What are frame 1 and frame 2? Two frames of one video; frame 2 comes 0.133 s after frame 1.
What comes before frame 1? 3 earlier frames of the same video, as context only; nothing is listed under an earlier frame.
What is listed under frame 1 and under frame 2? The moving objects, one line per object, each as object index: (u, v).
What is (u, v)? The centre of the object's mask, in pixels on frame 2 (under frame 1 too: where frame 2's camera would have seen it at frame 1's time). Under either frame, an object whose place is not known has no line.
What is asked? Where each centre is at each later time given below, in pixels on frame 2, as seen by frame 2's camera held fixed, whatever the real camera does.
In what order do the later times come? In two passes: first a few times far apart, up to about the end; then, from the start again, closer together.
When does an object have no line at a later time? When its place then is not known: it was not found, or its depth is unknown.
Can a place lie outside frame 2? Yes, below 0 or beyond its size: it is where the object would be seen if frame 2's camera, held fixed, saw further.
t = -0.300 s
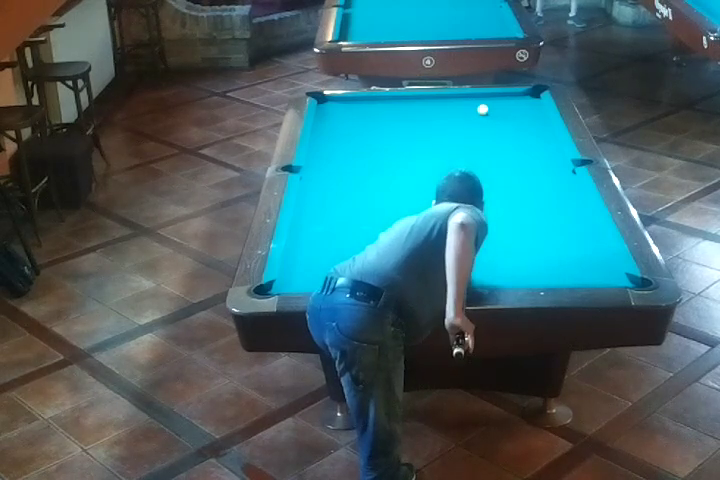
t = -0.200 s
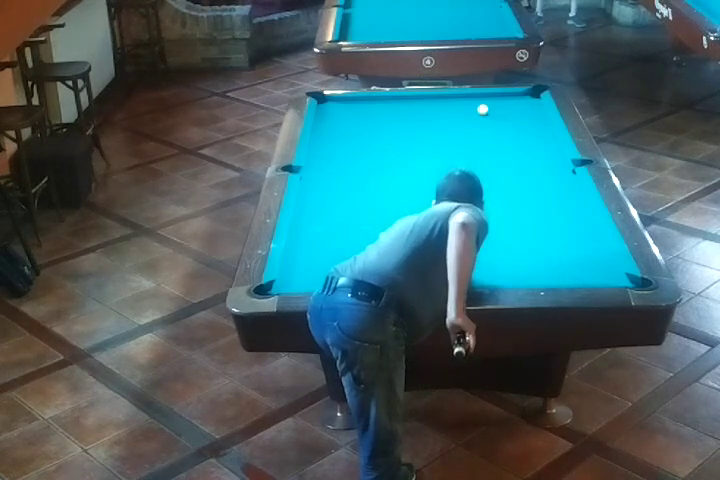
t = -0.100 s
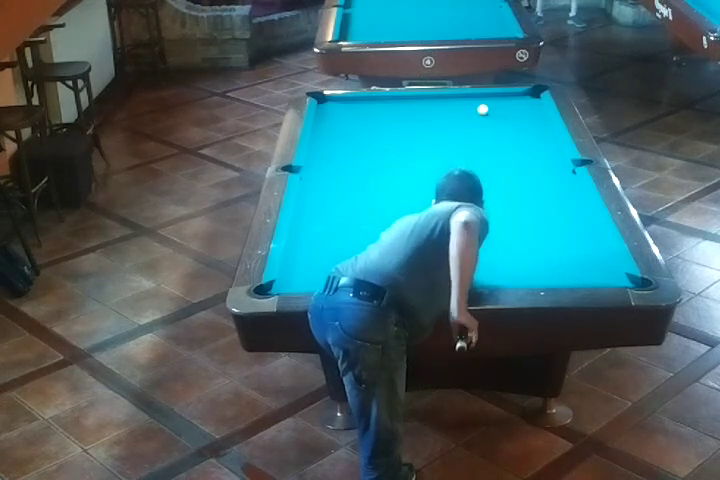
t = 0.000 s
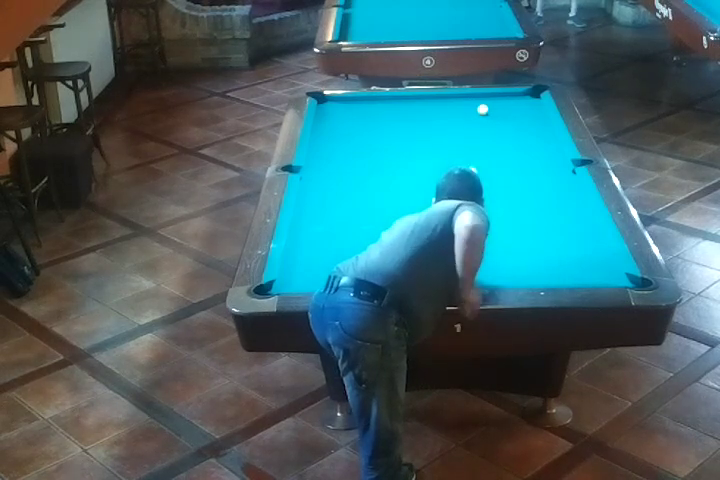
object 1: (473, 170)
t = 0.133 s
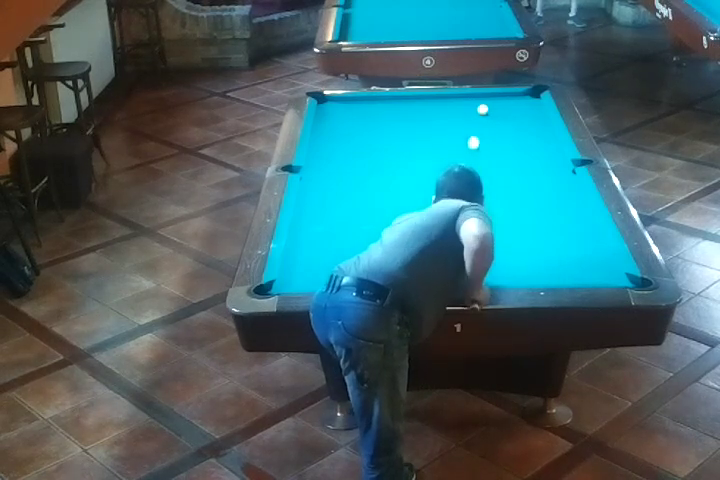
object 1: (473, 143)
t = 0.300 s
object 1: (475, 114)
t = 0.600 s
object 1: (425, 98)
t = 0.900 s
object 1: (379, 104)
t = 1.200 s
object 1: (331, 114)
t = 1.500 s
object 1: (338, 124)
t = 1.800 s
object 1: (369, 132)
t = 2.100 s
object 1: (396, 143)
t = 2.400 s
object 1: (426, 153)
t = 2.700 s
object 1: (456, 164)
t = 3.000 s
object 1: (487, 175)
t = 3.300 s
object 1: (519, 185)
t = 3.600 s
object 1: (551, 197)
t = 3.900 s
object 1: (583, 208)
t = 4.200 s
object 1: (577, 215)
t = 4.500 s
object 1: (567, 222)
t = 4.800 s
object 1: (558, 228)
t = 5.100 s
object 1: (550, 234)
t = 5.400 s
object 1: (542, 239)
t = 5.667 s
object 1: (536, 243)
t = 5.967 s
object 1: (530, 247)
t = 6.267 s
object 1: (524, 251)
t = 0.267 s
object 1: (475, 119)
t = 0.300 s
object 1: (475, 114)
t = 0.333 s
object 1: (472, 111)
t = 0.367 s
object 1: (465, 109)
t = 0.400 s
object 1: (458, 107)
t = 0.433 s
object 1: (452, 105)
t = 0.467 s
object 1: (447, 104)
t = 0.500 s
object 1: (441, 102)
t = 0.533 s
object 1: (436, 101)
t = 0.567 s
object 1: (431, 100)
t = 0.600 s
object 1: (425, 98)
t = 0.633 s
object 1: (421, 97)
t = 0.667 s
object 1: (415, 96)
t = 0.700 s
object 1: (410, 97)
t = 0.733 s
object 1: (405, 98)
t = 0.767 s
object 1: (400, 100)
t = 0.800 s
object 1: (395, 100)
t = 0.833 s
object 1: (390, 102)
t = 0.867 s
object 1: (384, 103)
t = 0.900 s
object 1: (379, 104)
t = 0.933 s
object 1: (374, 105)
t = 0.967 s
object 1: (369, 106)
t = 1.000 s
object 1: (363, 107)
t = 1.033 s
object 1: (358, 108)
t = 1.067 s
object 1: (353, 109)
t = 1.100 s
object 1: (347, 111)
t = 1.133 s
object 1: (342, 112)
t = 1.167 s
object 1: (337, 113)
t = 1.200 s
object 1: (331, 114)
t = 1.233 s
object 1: (326, 115)
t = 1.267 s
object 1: (320, 117)
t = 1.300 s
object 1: (320, 118)
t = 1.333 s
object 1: (323, 119)
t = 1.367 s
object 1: (326, 120)
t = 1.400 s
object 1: (329, 121)
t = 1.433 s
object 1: (332, 122)
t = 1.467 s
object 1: (335, 123)
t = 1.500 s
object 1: (338, 124)
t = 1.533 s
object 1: (341, 125)
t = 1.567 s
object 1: (345, 126)
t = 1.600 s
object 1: (348, 127)
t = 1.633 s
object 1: (351, 128)
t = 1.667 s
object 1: (352, 130)
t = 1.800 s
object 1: (369, 132)
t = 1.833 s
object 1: (370, 134)
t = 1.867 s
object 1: (373, 135)
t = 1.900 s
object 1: (376, 137)
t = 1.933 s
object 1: (380, 138)
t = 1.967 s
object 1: (383, 139)
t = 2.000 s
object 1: (386, 140)
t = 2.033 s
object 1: (389, 141)
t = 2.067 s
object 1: (392, 142)
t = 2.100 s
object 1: (396, 143)
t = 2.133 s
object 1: (399, 144)
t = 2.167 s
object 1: (402, 146)
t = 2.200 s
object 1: (406, 147)
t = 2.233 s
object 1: (409, 148)
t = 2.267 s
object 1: (413, 149)
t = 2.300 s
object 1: (416, 150)
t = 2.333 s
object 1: (419, 151)
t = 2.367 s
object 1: (422, 153)
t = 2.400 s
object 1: (426, 153)
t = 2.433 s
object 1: (429, 155)
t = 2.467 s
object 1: (432, 156)
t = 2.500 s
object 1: (436, 157)
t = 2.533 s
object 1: (439, 158)
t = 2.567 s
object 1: (443, 159)
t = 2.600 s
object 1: (446, 161)
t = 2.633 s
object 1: (449, 162)
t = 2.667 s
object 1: (453, 163)
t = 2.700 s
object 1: (456, 164)
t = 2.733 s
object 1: (460, 165)
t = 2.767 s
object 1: (463, 167)
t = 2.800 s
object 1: (466, 168)
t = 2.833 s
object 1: (470, 169)
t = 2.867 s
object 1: (473, 170)
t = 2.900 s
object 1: (477, 171)
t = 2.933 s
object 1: (480, 172)
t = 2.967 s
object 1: (484, 173)
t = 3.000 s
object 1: (487, 175)
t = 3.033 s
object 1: (491, 176)
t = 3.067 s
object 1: (494, 177)
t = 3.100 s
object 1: (498, 178)
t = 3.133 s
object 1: (501, 180)
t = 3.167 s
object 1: (505, 181)
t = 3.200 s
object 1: (508, 182)
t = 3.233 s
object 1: (512, 183)
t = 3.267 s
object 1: (515, 184)
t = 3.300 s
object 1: (519, 185)
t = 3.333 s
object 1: (522, 187)
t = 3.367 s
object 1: (526, 188)
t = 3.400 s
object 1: (529, 189)
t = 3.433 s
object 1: (533, 191)
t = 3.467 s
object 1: (537, 192)
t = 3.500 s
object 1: (540, 193)
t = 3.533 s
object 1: (544, 194)
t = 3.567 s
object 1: (547, 195)
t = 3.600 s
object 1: (551, 197)
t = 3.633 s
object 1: (555, 198)
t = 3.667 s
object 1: (558, 199)
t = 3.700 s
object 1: (562, 200)
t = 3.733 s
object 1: (565, 201)
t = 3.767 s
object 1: (569, 203)
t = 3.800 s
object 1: (573, 204)
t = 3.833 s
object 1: (576, 205)
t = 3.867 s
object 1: (580, 207)
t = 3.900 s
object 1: (583, 208)
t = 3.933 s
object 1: (586, 209)
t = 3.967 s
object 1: (585, 210)
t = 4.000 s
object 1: (584, 211)
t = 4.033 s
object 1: (582, 212)
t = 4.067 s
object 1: (581, 212)
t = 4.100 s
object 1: (580, 213)
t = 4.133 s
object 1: (579, 214)
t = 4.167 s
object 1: (578, 215)
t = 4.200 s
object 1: (577, 215)
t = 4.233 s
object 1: (576, 216)
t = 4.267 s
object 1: (574, 217)
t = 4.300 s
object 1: (573, 218)
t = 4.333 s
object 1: (572, 218)
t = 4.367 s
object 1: (571, 219)
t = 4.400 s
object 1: (570, 220)
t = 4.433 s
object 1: (569, 220)
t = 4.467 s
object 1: (569, 221)
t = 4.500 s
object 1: (567, 222)
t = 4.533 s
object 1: (566, 223)
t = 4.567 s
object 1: (565, 223)
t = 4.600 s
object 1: (564, 224)
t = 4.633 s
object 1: (563, 225)
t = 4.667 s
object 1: (562, 225)
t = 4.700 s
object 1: (561, 226)
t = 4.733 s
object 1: (560, 227)
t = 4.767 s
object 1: (559, 227)
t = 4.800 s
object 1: (558, 228)
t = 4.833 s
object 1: (557, 229)
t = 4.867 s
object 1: (556, 229)
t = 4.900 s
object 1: (555, 230)
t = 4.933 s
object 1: (554, 231)
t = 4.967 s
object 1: (553, 232)
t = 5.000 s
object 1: (552, 232)
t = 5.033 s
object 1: (552, 233)
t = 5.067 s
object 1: (550, 234)
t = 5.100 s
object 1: (550, 234)
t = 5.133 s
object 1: (548, 234)
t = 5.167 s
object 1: (548, 235)
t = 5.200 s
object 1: (547, 236)
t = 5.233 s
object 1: (546, 236)
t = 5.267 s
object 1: (545, 237)
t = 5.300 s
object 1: (544, 237)
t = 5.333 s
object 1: (543, 238)
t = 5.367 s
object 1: (543, 239)
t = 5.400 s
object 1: (542, 239)
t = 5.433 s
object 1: (541, 240)
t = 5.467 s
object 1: (540, 240)
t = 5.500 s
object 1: (539, 241)
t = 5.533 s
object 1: (539, 241)
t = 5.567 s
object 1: (538, 242)
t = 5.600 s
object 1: (537, 242)
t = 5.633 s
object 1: (537, 243)
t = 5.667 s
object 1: (536, 243)
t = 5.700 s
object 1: (535, 244)
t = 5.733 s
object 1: (534, 244)
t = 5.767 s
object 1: (533, 245)
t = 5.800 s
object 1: (533, 245)
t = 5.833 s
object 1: (532, 246)
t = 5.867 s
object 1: (532, 246)
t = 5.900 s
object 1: (531, 246)
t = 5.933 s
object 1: (530, 247)
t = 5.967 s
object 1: (530, 247)
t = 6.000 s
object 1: (529, 248)
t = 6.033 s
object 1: (528, 248)
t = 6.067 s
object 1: (528, 249)
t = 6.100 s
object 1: (527, 249)
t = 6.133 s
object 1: (526, 249)
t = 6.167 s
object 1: (526, 250)
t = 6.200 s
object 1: (525, 250)
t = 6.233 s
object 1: (525, 250)
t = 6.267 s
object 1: (524, 251)
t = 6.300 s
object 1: (524, 251)
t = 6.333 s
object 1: (523, 251)
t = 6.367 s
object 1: (523, 252)
